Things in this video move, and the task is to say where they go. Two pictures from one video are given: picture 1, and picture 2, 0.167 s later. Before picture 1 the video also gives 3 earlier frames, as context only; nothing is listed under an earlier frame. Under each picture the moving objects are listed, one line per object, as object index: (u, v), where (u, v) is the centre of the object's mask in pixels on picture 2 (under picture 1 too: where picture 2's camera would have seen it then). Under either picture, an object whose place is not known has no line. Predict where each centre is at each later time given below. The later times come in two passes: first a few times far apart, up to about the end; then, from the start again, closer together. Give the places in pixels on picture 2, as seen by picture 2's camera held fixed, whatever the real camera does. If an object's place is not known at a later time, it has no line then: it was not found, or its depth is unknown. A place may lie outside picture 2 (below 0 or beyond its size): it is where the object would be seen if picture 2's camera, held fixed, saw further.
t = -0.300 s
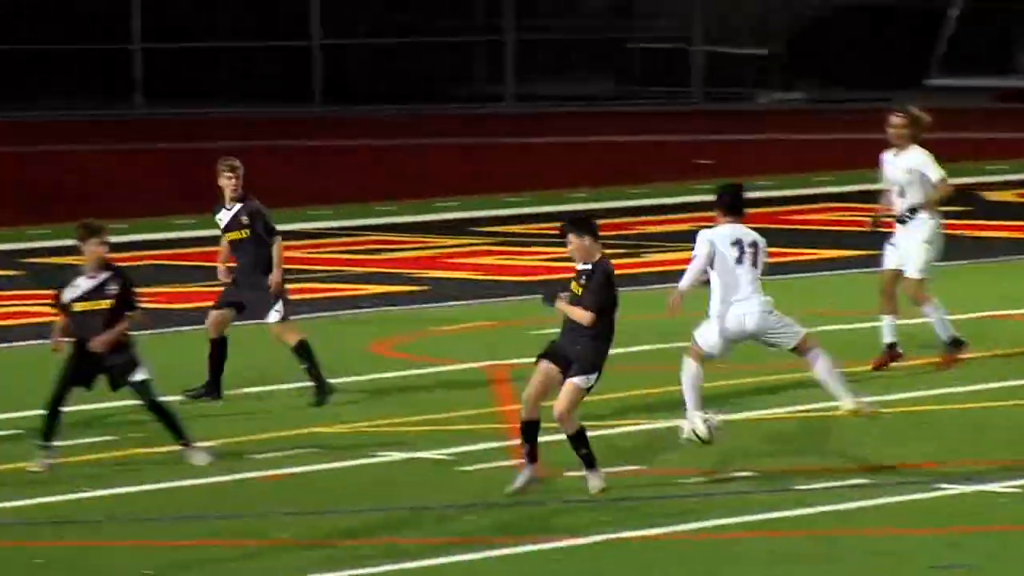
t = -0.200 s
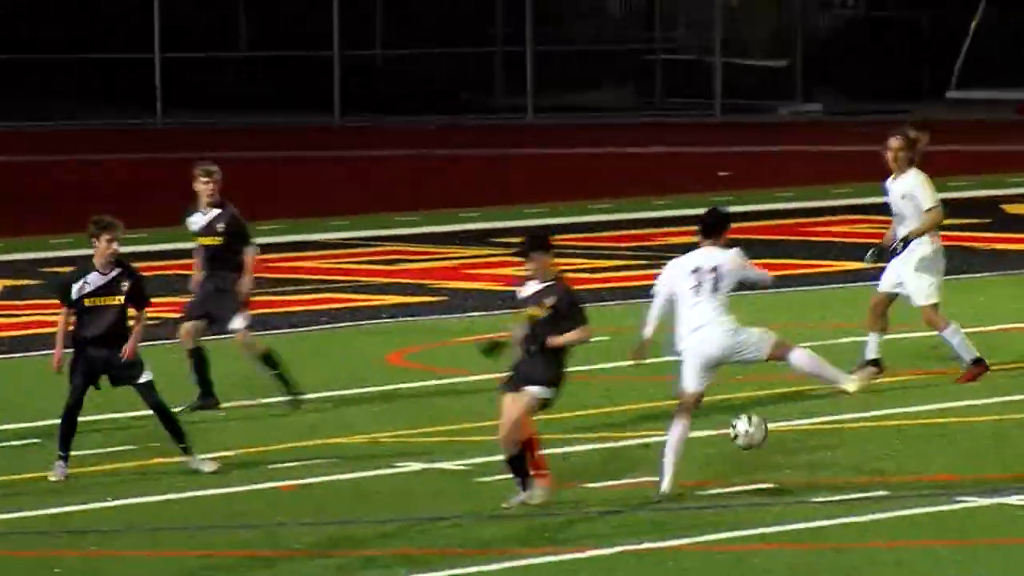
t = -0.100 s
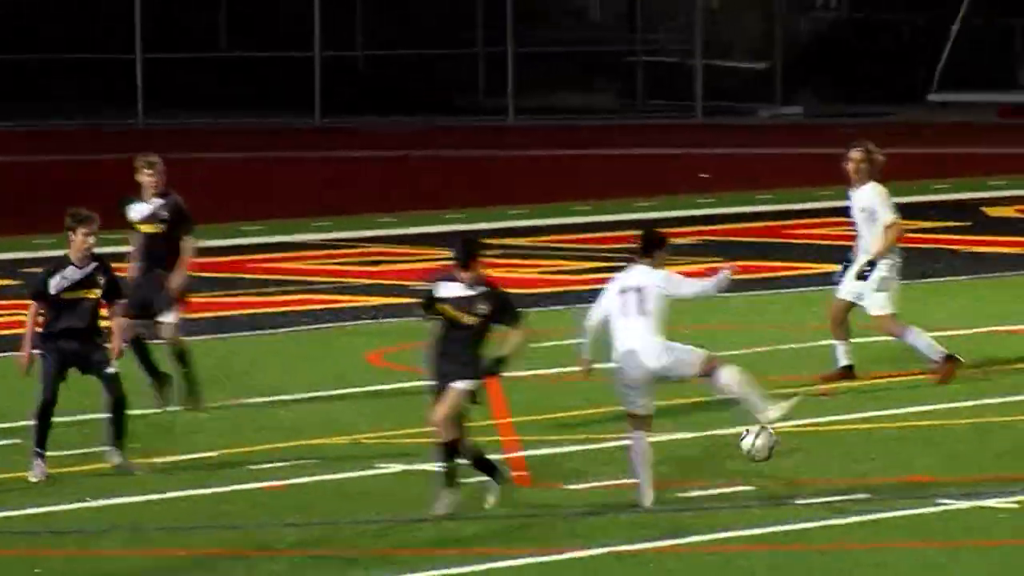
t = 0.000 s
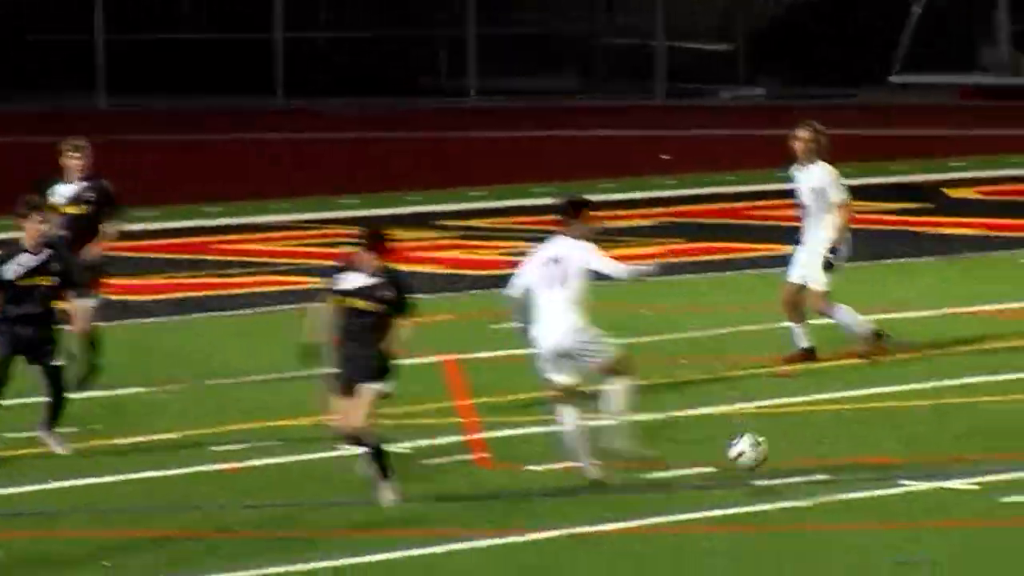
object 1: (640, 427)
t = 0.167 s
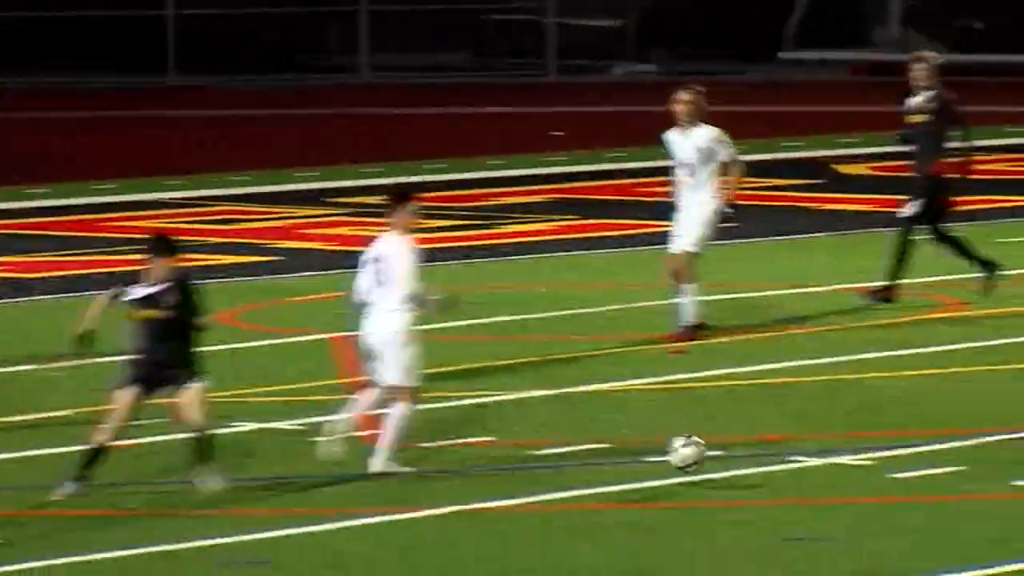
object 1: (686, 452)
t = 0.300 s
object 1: (724, 442)
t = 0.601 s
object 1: (803, 480)
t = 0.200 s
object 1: (696, 448)
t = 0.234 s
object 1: (706, 443)
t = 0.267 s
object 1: (714, 443)
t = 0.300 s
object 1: (724, 442)
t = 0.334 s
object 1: (732, 445)
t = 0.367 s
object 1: (743, 450)
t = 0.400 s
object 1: (751, 458)
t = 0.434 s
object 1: (760, 466)
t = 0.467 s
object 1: (768, 476)
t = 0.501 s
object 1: (779, 490)
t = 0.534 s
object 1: (788, 490)
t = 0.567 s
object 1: (796, 483)
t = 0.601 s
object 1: (803, 480)
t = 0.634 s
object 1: (809, 480)
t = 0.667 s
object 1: (818, 480)
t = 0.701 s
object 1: (826, 483)
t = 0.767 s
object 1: (842, 495)
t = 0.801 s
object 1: (849, 504)
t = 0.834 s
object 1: (858, 511)
